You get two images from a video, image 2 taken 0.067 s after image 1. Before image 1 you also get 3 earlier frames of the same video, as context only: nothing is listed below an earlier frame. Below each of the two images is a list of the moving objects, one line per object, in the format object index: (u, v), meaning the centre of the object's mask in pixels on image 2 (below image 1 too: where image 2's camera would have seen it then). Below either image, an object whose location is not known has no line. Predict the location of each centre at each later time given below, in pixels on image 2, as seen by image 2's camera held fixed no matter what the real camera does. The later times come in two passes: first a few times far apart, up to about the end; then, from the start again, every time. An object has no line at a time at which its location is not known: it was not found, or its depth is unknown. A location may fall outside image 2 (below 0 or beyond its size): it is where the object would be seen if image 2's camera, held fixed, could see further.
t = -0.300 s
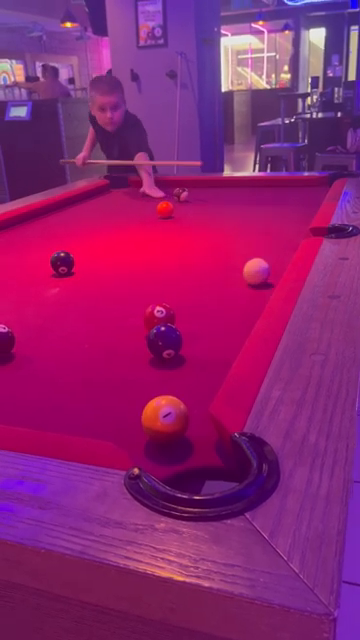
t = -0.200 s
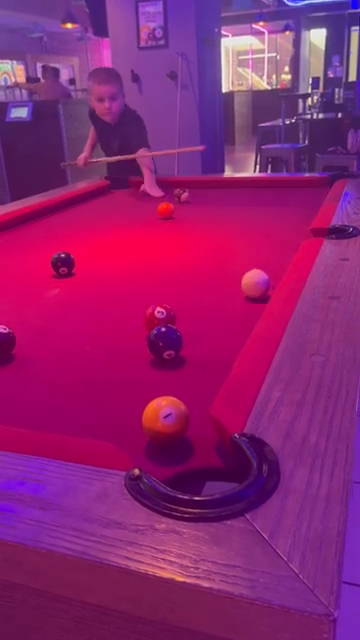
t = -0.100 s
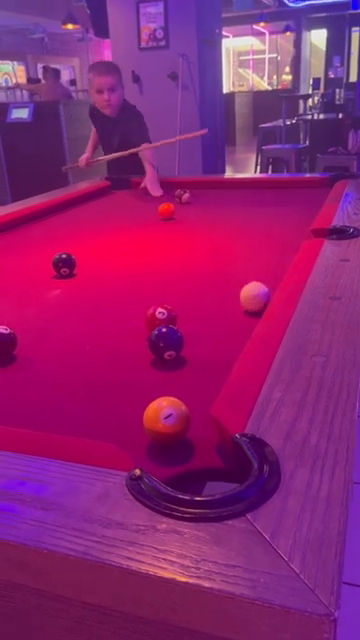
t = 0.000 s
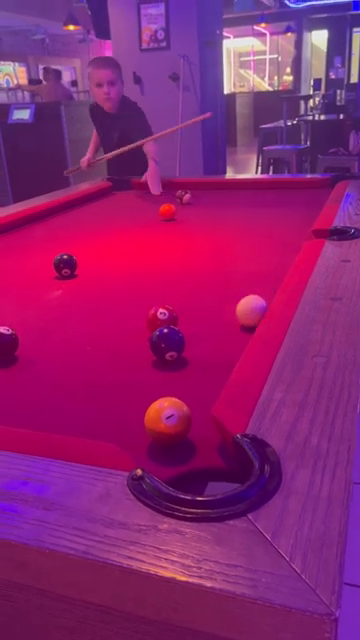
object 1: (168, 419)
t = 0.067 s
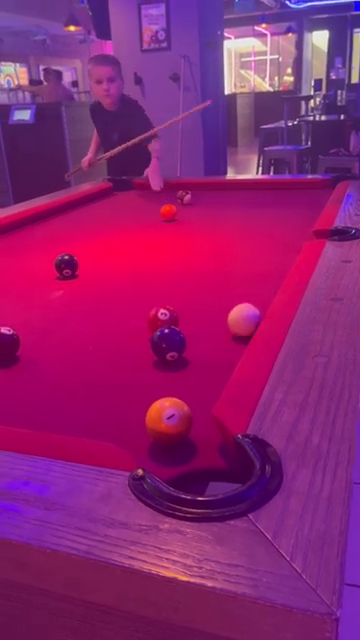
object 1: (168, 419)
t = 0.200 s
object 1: (168, 419)
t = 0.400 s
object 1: (168, 419)
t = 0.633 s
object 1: (167, 438)
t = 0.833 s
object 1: (177, 476)
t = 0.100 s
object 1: (168, 419)
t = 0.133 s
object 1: (168, 419)
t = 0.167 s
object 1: (168, 419)
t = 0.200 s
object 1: (168, 419)
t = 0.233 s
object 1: (168, 419)
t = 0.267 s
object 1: (168, 419)
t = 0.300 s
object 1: (168, 419)
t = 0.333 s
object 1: (168, 419)
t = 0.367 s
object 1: (168, 419)
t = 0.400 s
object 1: (168, 419)
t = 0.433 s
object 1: (168, 419)
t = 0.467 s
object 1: (168, 419)
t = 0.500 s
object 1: (168, 419)
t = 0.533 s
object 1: (169, 420)
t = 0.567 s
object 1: (168, 426)
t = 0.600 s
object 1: (168, 431)
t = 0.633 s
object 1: (167, 438)
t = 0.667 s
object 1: (166, 444)
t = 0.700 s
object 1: (166, 449)
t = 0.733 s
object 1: (166, 454)
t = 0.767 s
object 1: (166, 458)
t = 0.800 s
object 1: (170, 466)
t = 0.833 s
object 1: (177, 476)
